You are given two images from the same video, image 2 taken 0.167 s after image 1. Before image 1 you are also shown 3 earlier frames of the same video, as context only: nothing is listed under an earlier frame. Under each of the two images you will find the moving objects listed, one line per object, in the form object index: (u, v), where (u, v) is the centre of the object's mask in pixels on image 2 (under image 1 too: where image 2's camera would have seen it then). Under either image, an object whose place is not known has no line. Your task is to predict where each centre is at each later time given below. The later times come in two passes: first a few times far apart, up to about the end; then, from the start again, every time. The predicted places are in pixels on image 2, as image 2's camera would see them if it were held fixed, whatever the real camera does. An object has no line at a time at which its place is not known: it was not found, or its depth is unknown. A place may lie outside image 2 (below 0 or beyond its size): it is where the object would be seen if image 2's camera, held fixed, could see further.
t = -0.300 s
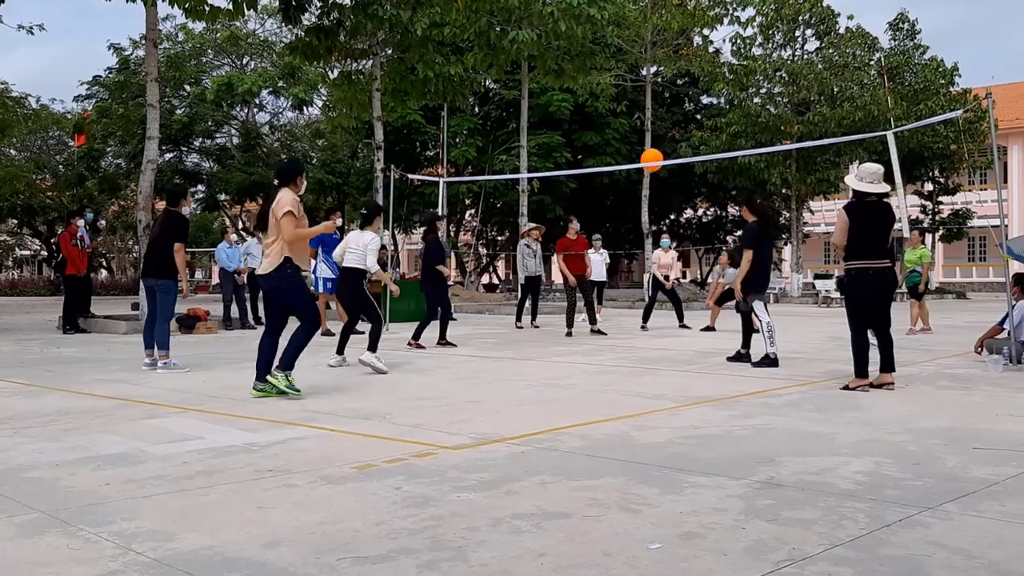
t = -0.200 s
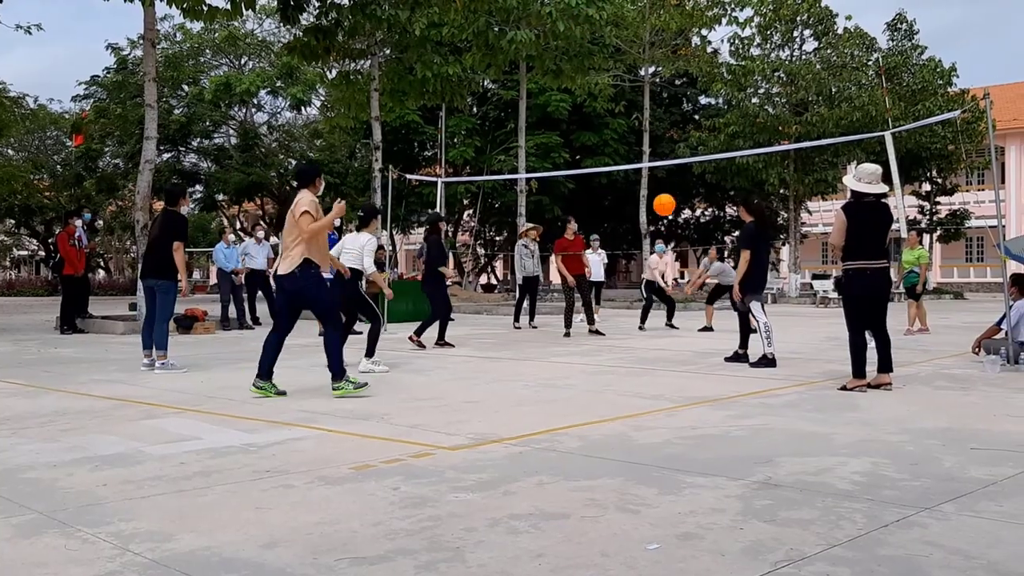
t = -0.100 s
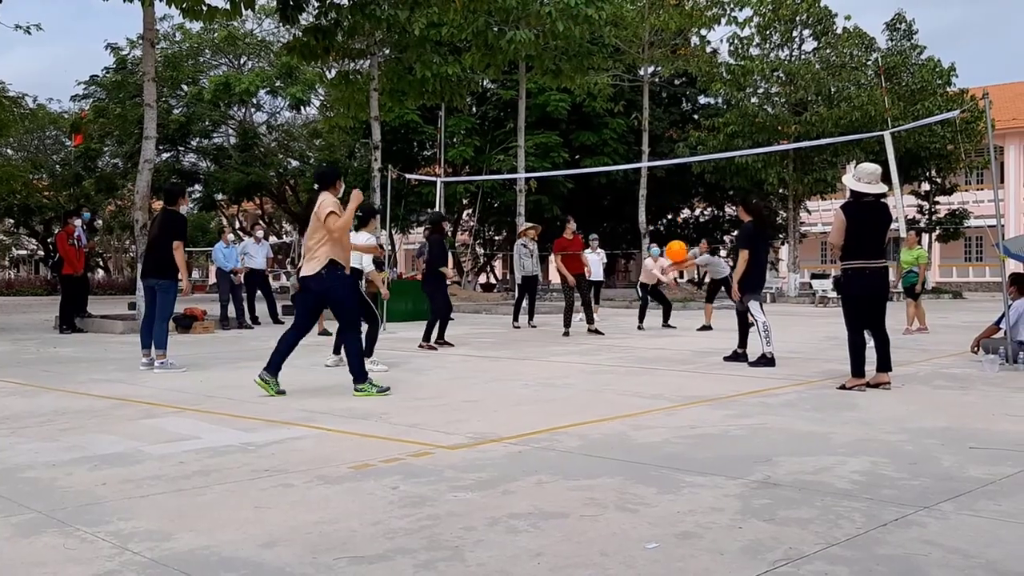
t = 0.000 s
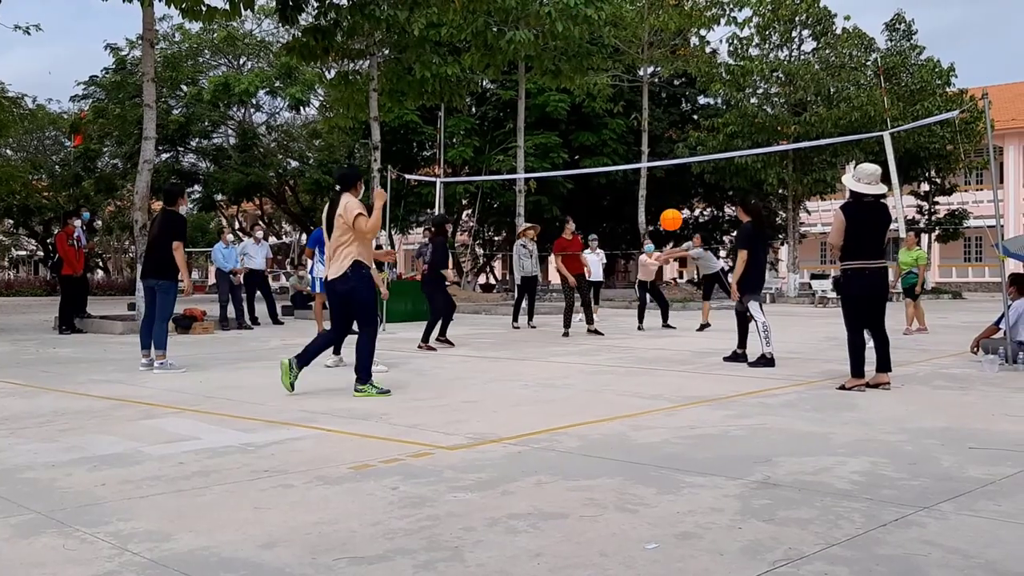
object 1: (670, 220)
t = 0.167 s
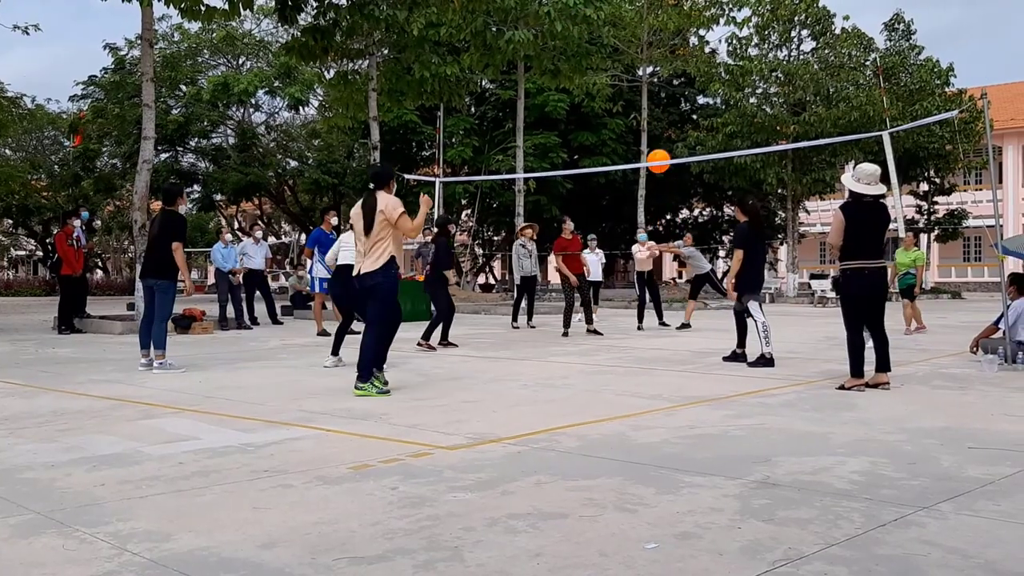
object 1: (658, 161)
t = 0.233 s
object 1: (652, 142)
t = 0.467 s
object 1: (629, 98)
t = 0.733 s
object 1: (596, 102)
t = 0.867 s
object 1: (580, 130)
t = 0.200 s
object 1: (655, 150)
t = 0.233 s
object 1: (652, 142)
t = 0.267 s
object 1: (649, 133)
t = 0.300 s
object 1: (646, 125)
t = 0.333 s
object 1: (643, 118)
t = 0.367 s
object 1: (640, 112)
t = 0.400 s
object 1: (636, 106)
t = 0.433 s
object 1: (633, 102)
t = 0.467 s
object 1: (629, 98)
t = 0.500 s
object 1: (625, 96)
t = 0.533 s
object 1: (621, 94)
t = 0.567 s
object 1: (617, 93)
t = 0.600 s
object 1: (612, 93)
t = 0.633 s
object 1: (608, 93)
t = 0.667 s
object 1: (604, 95)
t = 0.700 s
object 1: (600, 98)
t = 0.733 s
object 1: (596, 102)
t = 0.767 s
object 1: (592, 107)
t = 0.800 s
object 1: (588, 113)
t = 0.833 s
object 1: (584, 121)
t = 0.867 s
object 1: (580, 130)
